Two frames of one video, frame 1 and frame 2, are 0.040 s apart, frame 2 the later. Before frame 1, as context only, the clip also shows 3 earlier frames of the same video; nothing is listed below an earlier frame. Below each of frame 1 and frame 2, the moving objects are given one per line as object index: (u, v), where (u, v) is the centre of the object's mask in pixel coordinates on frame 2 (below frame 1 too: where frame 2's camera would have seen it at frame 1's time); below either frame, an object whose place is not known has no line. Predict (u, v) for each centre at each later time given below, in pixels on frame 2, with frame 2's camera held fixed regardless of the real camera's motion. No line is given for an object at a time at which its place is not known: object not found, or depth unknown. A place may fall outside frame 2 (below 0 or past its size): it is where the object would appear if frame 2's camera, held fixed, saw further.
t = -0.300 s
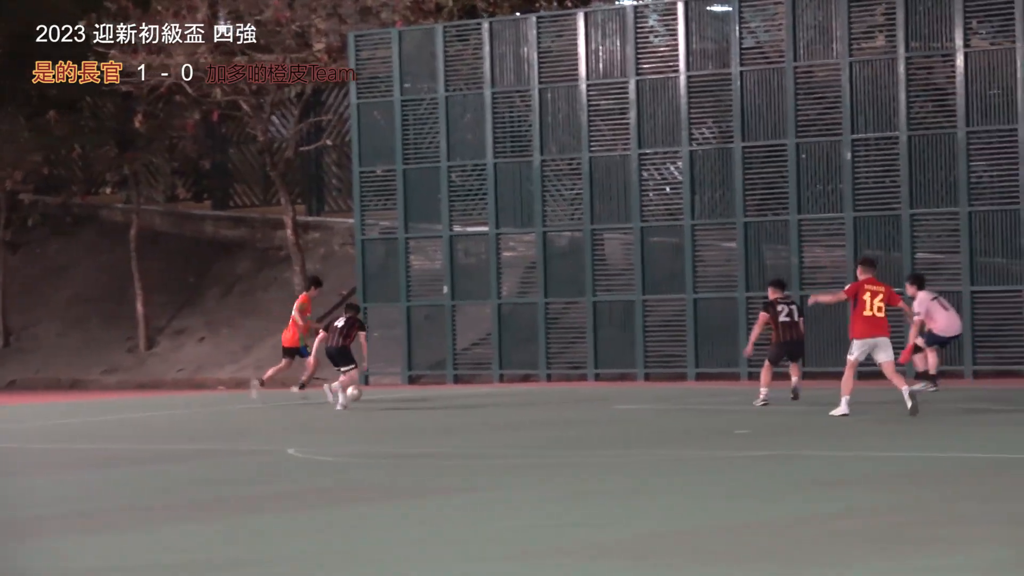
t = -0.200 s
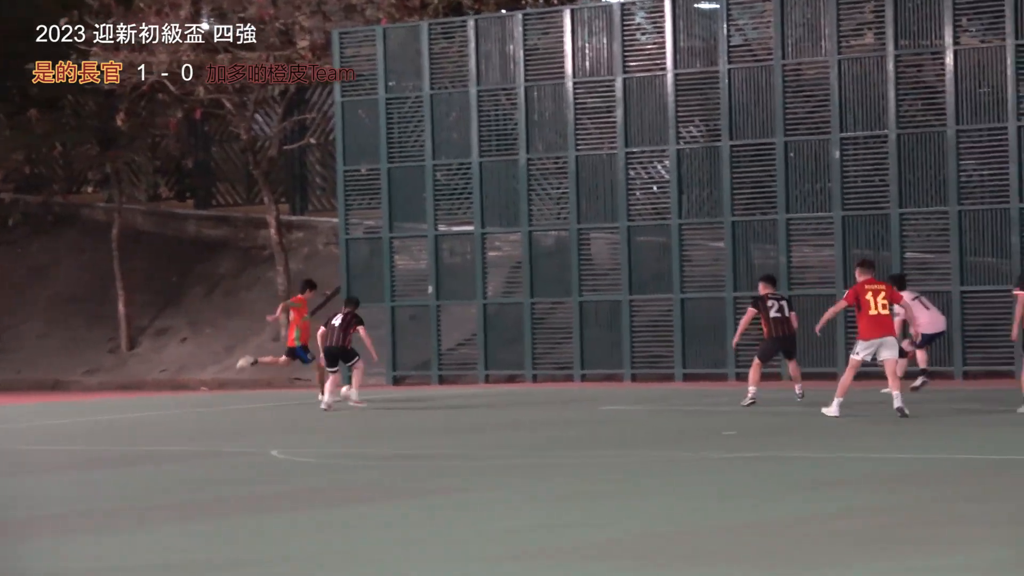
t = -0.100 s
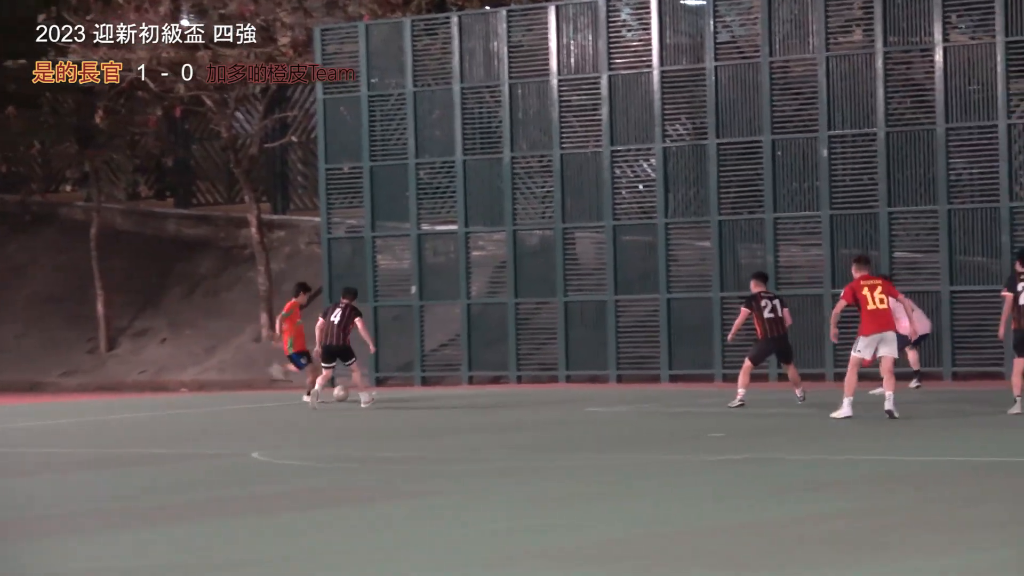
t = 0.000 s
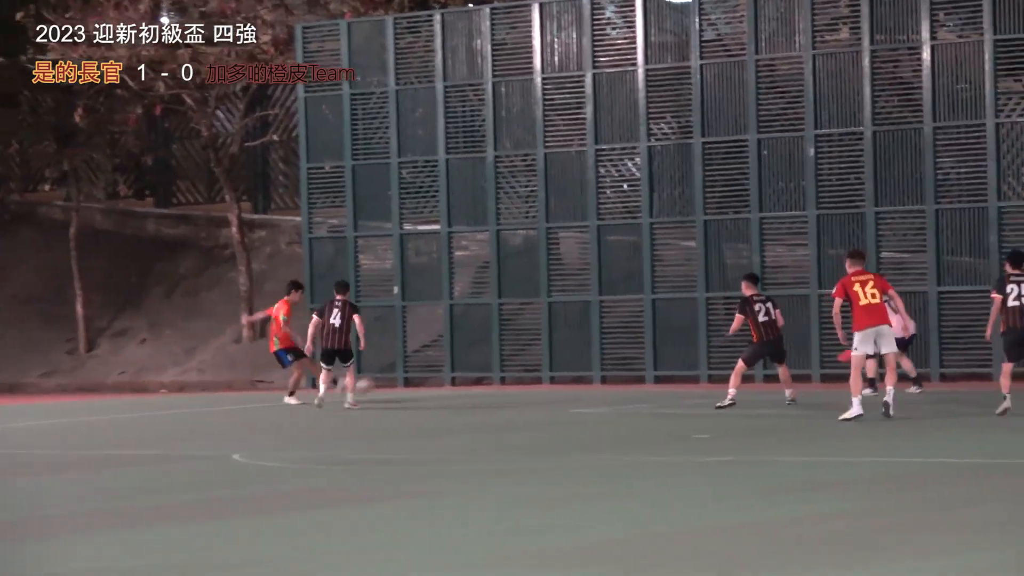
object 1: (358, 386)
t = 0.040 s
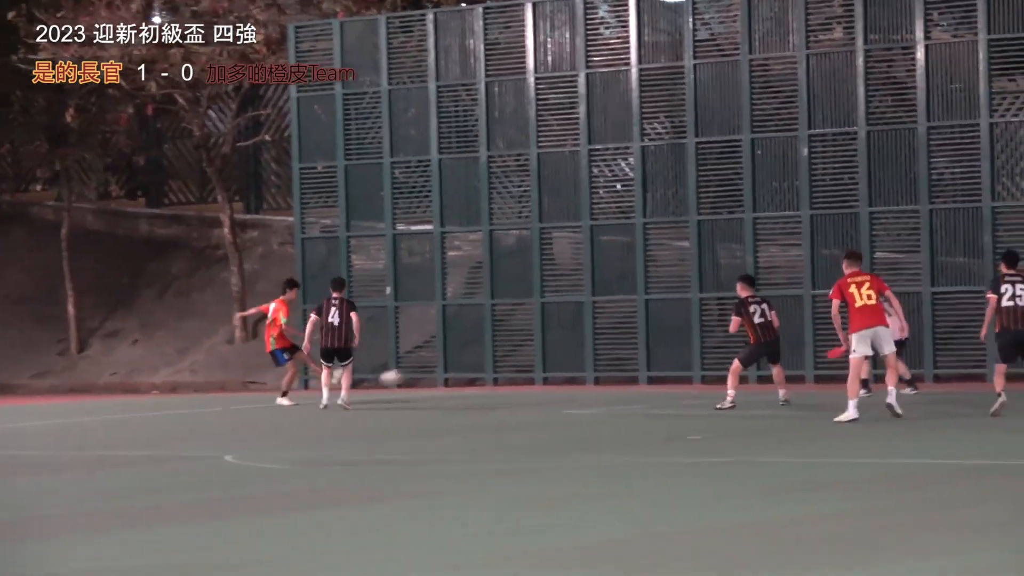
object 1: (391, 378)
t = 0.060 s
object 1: (408, 374)
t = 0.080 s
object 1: (425, 370)
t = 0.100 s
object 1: (443, 366)
